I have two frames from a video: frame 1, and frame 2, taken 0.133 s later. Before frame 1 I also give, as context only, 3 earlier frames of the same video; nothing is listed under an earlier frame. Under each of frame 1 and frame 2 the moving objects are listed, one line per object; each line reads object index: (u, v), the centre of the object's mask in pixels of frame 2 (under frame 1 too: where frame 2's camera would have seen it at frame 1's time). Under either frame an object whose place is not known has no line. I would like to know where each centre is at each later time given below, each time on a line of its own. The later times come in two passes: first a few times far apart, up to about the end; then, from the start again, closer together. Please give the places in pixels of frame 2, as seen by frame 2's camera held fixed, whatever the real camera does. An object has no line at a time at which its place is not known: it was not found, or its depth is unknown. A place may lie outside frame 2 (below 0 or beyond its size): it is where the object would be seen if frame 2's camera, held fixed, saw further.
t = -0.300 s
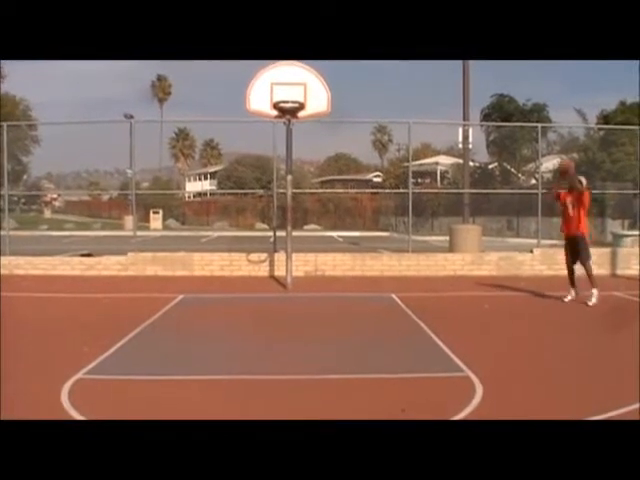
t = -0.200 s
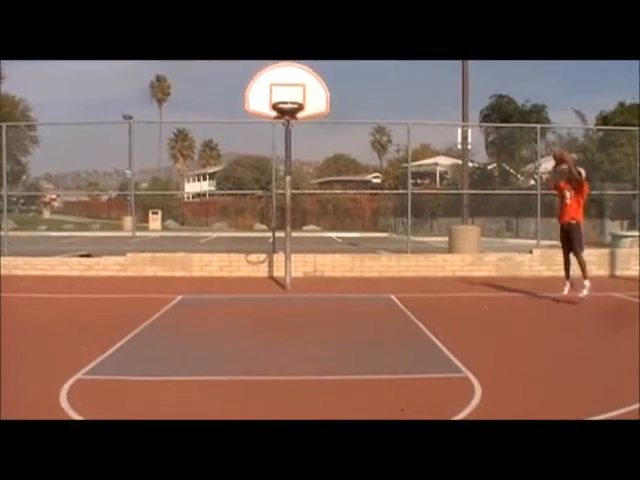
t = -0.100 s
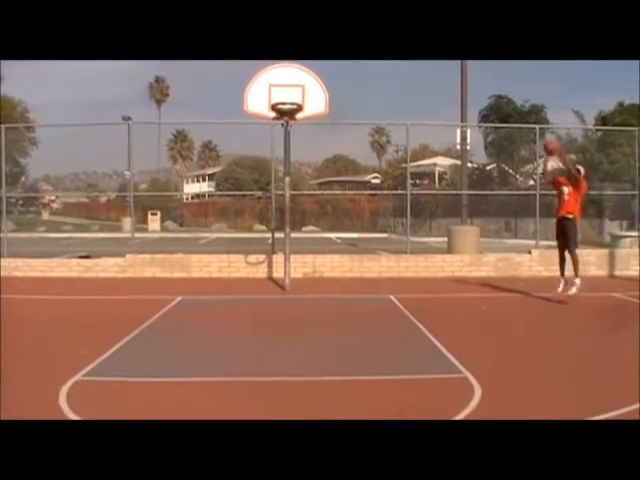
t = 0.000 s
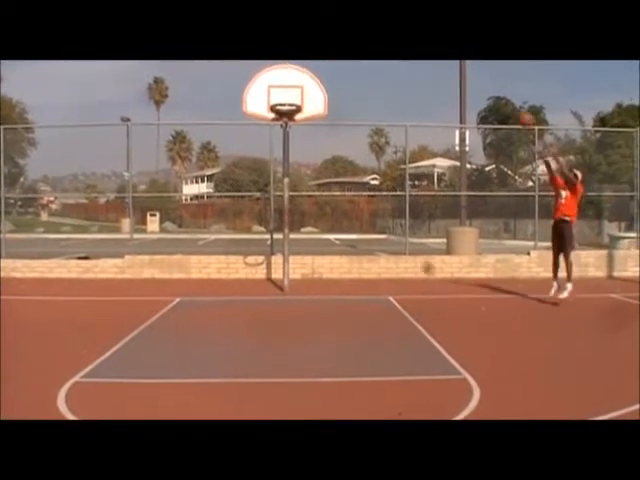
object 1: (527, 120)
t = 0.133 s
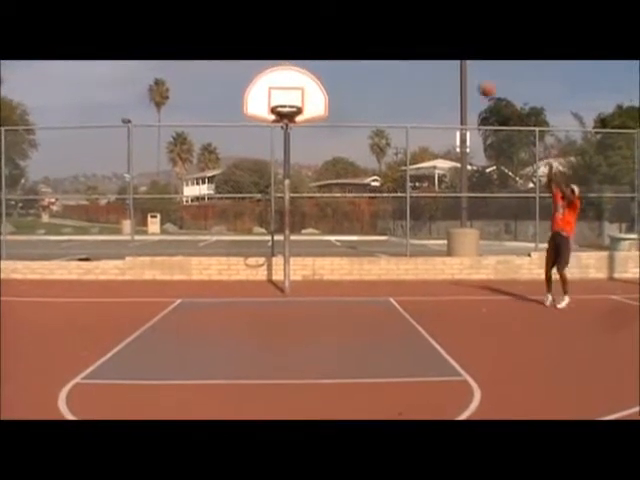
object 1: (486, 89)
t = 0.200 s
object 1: (469, 79)
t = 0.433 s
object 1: (400, 63)
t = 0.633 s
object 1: (341, 71)
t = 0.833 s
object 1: (284, 101)
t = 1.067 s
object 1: (287, 172)
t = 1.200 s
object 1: (290, 219)
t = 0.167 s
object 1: (477, 85)
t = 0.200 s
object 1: (469, 79)
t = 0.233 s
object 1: (456, 74)
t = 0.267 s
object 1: (448, 71)
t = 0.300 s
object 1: (438, 68)
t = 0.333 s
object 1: (429, 66)
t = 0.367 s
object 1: (419, 64)
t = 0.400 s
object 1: (409, 64)
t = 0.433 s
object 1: (400, 63)
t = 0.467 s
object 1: (389, 63)
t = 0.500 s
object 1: (380, 63)
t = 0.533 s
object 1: (370, 64)
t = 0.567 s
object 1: (359, 65)
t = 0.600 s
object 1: (350, 68)
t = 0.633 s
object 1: (341, 71)
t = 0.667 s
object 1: (331, 75)
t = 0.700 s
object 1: (322, 80)
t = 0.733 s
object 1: (310, 86)
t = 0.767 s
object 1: (301, 92)
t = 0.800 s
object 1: (292, 99)
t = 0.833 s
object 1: (284, 101)
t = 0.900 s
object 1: (280, 125)
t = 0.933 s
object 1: (281, 134)
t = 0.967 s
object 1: (283, 141)
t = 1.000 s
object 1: (284, 151)
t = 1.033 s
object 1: (284, 161)
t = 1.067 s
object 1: (287, 172)
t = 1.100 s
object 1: (288, 185)
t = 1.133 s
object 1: (287, 190)
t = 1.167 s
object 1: (288, 208)
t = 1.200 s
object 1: (290, 219)
